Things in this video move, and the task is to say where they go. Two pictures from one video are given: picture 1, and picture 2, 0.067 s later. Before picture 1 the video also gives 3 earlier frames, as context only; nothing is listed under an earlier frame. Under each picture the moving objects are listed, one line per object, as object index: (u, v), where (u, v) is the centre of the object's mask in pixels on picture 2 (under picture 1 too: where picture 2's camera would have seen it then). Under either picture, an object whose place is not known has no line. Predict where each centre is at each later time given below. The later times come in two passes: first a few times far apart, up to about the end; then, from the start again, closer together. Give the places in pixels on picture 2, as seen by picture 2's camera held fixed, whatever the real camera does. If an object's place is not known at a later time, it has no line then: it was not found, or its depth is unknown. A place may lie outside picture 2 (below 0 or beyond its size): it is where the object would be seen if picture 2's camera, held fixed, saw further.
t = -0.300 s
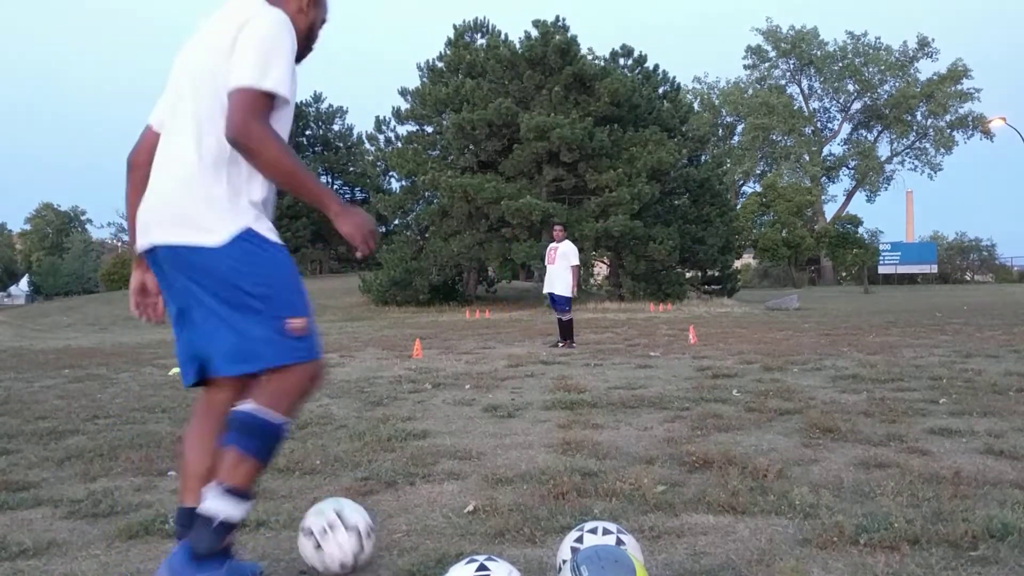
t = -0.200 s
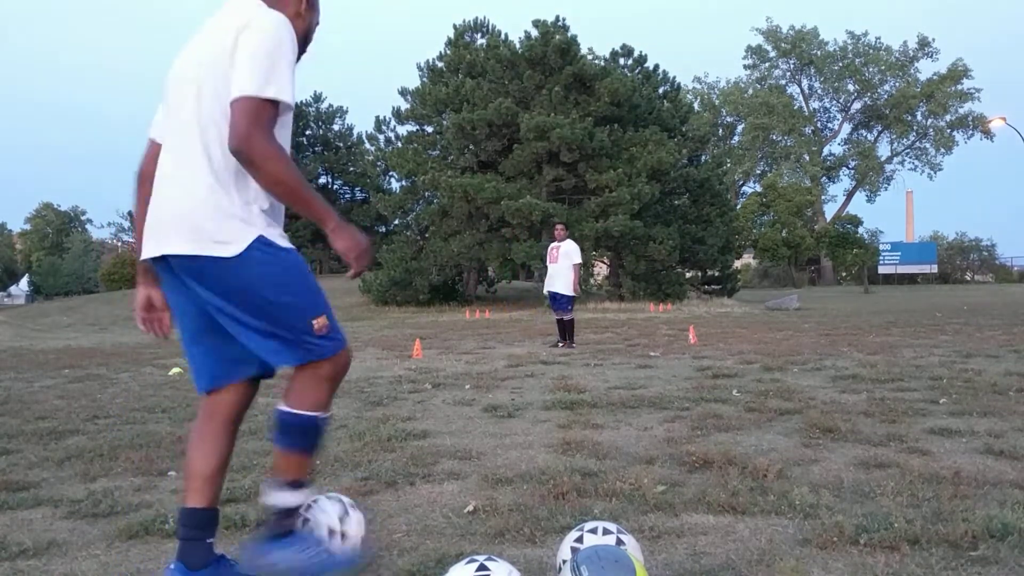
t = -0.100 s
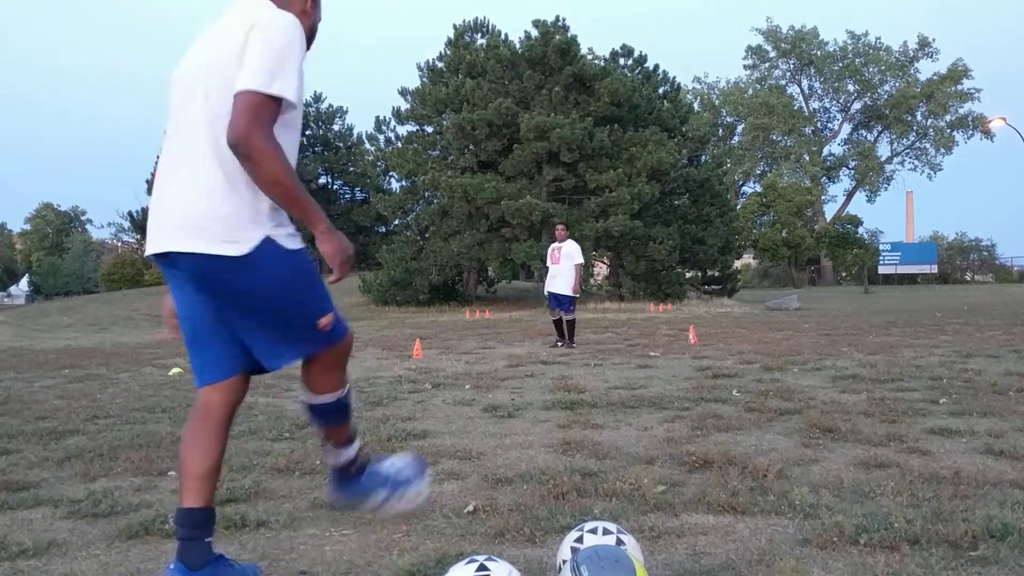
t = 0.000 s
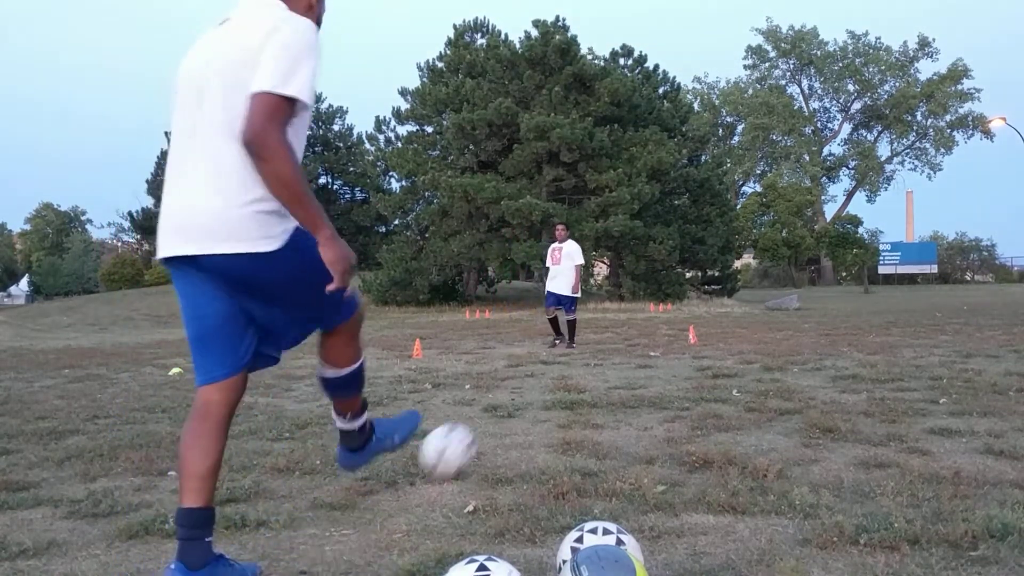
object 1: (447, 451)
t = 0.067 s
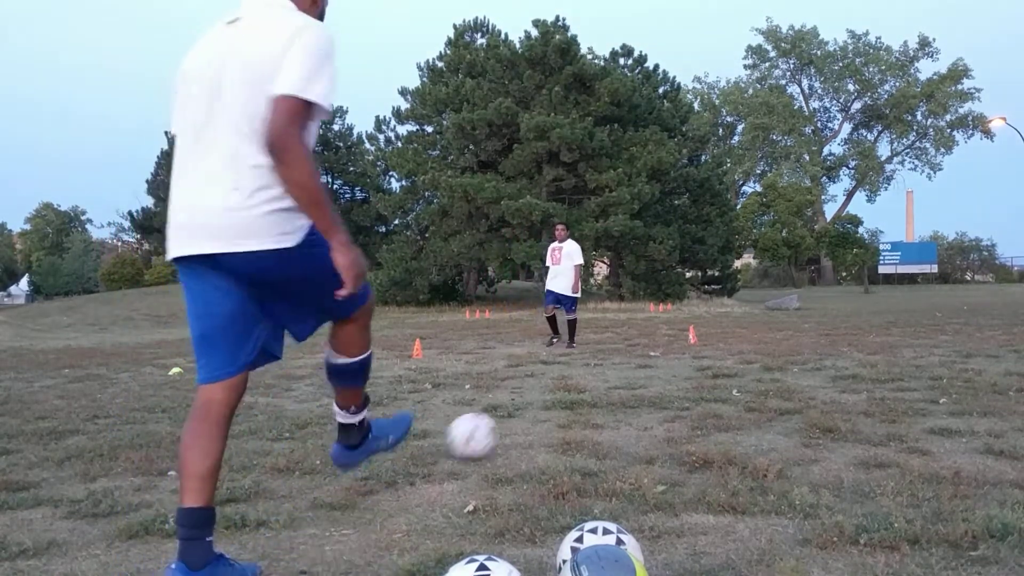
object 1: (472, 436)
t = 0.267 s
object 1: (518, 409)
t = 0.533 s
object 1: (545, 386)
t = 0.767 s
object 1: (559, 374)
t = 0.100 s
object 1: (482, 432)
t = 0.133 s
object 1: (491, 425)
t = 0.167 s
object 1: (498, 419)
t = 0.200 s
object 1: (506, 414)
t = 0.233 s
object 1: (511, 412)
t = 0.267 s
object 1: (518, 409)
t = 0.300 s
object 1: (523, 403)
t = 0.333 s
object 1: (527, 399)
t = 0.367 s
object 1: (531, 396)
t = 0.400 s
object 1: (535, 395)
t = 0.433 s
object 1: (539, 395)
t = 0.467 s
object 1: (542, 393)
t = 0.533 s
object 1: (545, 386)
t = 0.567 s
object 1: (547, 380)
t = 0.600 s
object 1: (550, 376)
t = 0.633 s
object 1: (552, 375)
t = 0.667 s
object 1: (554, 374)
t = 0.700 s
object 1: (556, 376)
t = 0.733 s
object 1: (558, 377)
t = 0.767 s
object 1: (559, 374)
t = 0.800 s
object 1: (561, 370)
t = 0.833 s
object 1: (561, 369)
